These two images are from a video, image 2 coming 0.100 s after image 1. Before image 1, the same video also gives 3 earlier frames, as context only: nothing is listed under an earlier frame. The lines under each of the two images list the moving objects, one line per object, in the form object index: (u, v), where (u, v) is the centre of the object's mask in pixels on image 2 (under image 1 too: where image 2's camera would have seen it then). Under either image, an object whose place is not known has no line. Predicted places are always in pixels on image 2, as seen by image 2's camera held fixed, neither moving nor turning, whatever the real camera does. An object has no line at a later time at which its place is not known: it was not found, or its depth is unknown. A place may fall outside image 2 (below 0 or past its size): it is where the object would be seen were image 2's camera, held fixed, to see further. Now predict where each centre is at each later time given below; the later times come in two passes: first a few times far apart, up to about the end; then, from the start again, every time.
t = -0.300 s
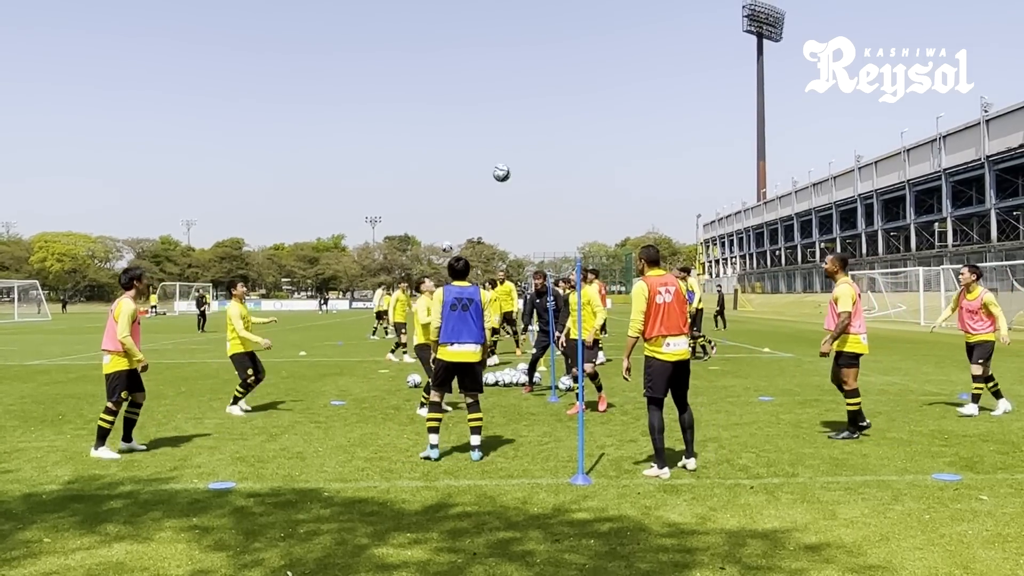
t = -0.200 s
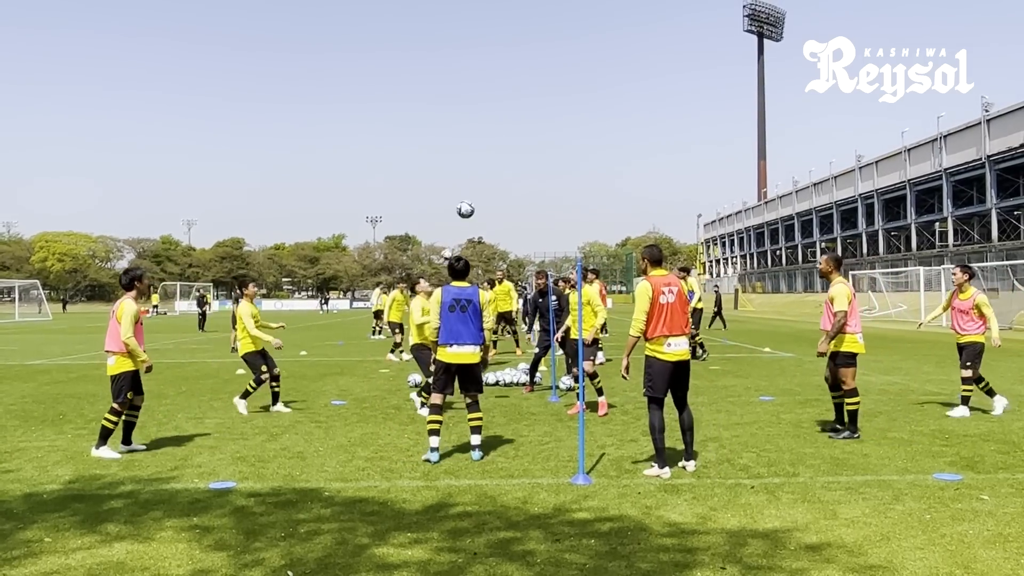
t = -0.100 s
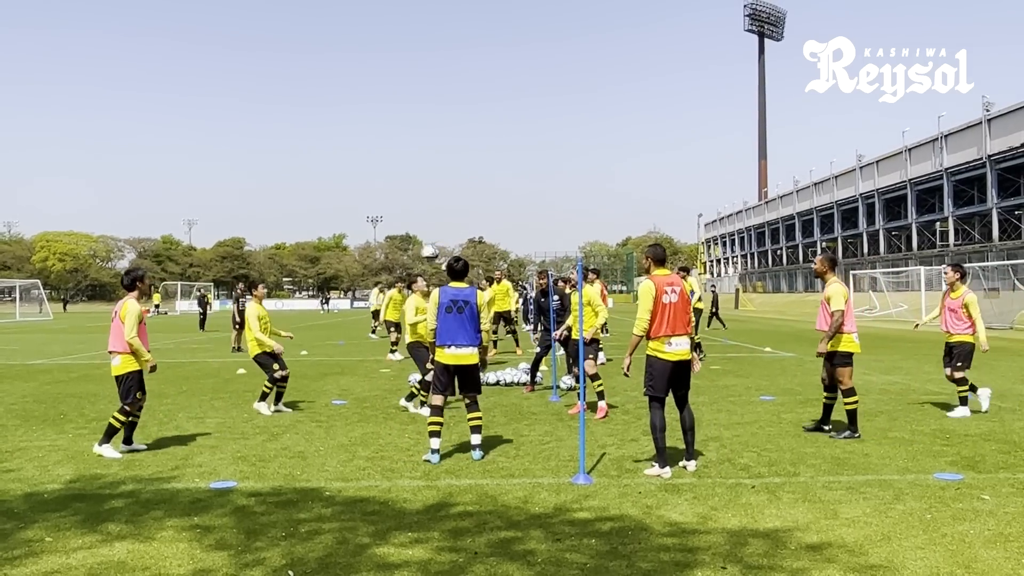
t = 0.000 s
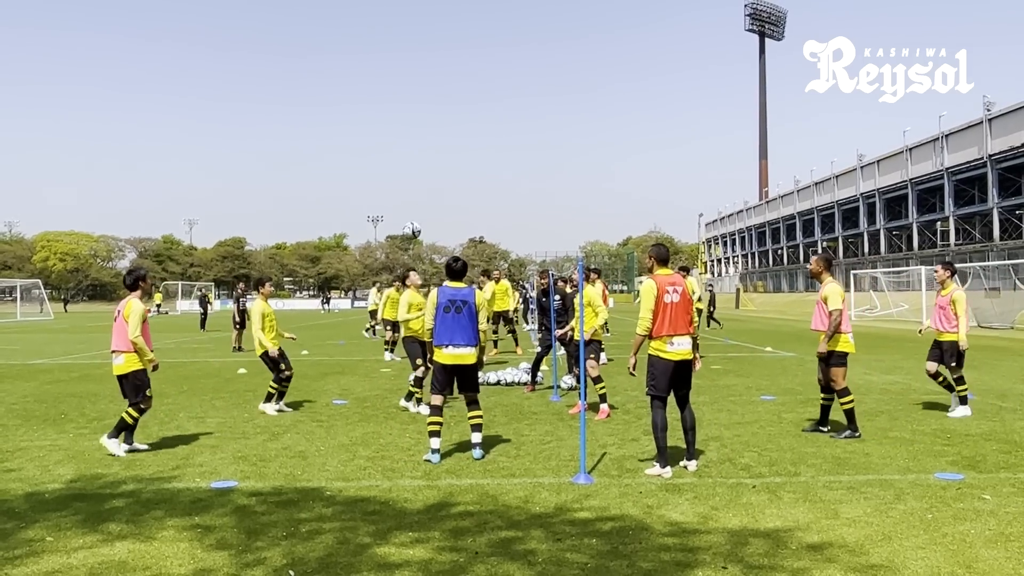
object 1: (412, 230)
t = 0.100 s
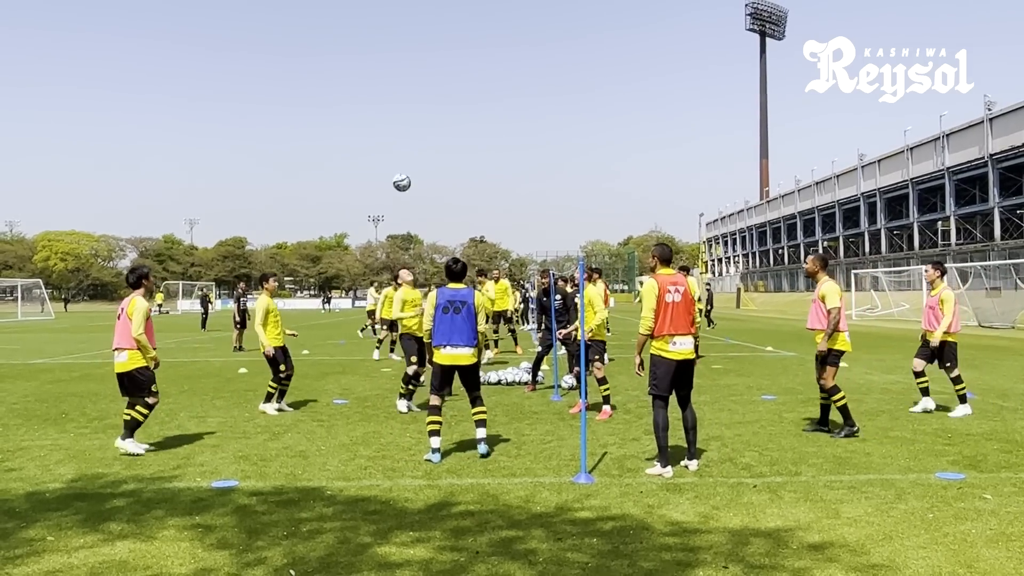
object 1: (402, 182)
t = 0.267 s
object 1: (384, 120)
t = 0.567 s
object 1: (353, 65)
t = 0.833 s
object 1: (325, 78)
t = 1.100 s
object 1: (298, 151)
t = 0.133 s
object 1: (398, 169)
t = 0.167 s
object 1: (395, 155)
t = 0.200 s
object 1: (391, 143)
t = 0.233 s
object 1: (388, 131)
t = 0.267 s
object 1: (384, 120)
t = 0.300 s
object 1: (380, 111)
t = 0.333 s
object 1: (377, 102)
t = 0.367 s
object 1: (373, 94)
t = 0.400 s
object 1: (370, 86)
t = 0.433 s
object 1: (366, 80)
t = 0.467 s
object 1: (363, 75)
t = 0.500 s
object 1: (360, 71)
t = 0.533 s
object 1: (356, 68)
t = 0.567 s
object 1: (353, 65)
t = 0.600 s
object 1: (349, 63)
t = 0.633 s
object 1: (346, 63)
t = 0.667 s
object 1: (342, 63)
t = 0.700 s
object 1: (339, 64)
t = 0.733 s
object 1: (335, 66)
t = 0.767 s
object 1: (332, 69)
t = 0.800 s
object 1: (328, 73)
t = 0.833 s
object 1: (325, 78)
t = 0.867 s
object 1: (322, 83)
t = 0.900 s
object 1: (318, 90)
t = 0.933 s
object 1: (315, 98)
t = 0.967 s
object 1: (311, 107)
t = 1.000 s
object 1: (308, 116)
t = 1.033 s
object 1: (304, 127)
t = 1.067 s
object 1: (301, 139)
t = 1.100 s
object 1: (298, 151)
